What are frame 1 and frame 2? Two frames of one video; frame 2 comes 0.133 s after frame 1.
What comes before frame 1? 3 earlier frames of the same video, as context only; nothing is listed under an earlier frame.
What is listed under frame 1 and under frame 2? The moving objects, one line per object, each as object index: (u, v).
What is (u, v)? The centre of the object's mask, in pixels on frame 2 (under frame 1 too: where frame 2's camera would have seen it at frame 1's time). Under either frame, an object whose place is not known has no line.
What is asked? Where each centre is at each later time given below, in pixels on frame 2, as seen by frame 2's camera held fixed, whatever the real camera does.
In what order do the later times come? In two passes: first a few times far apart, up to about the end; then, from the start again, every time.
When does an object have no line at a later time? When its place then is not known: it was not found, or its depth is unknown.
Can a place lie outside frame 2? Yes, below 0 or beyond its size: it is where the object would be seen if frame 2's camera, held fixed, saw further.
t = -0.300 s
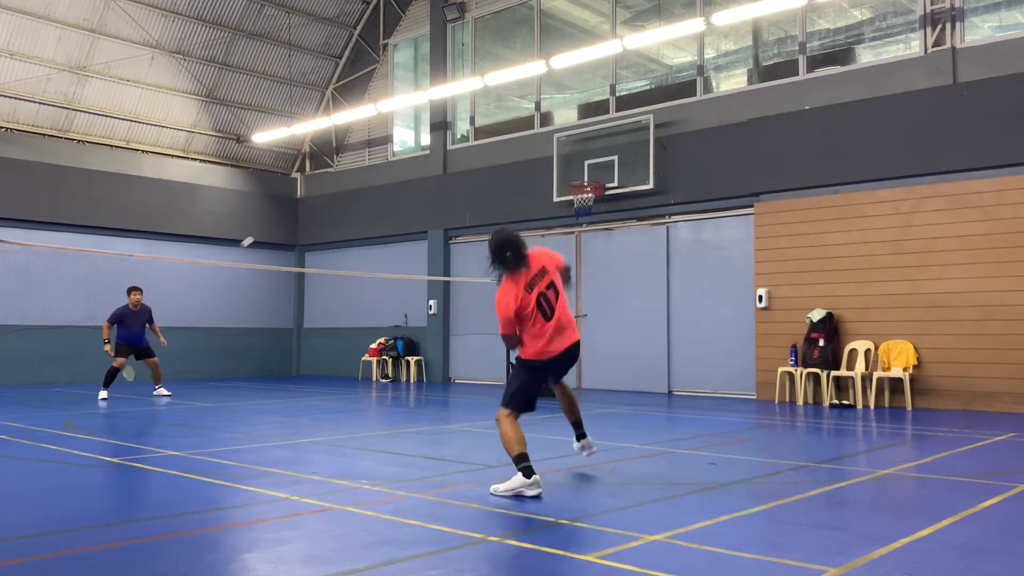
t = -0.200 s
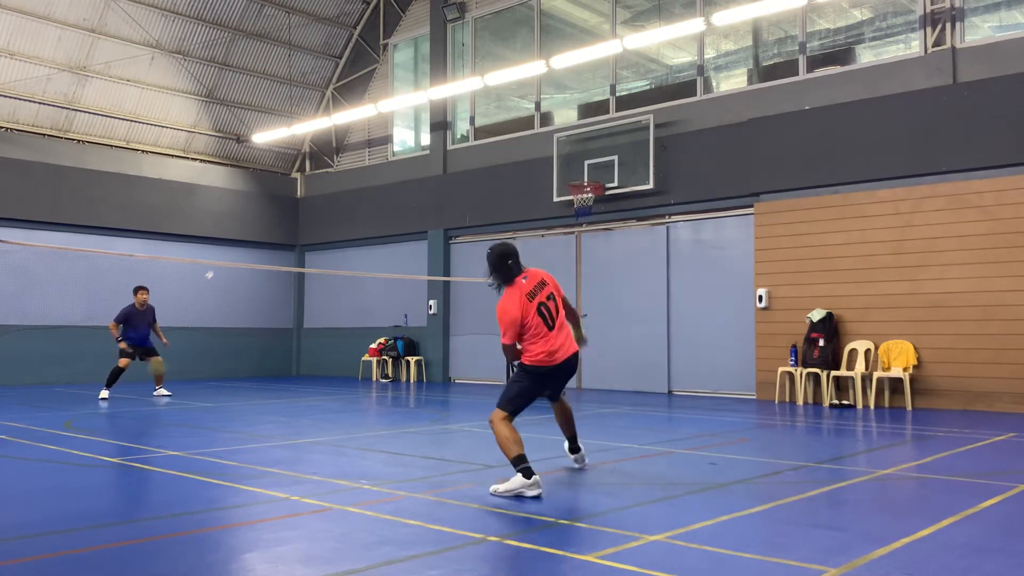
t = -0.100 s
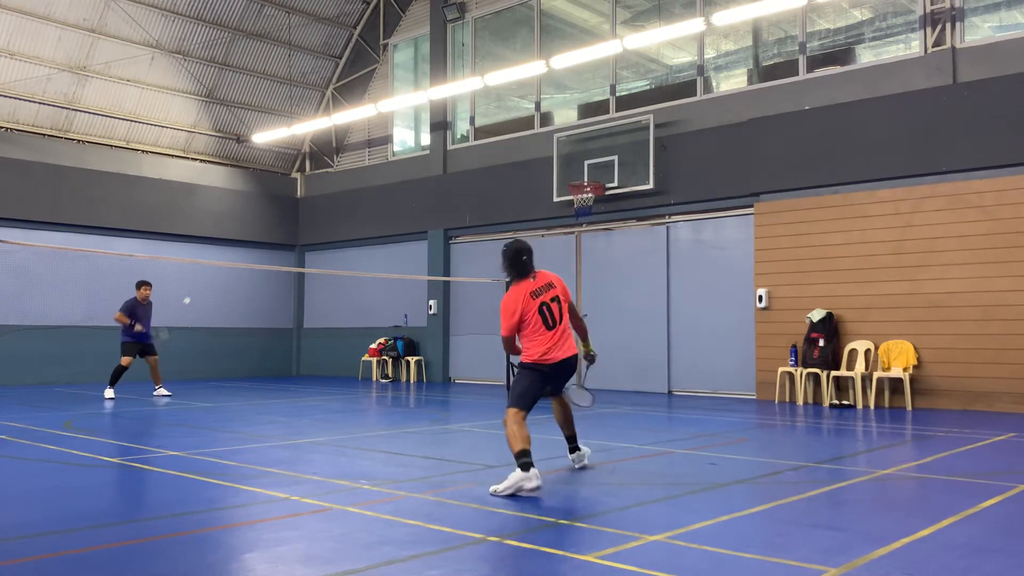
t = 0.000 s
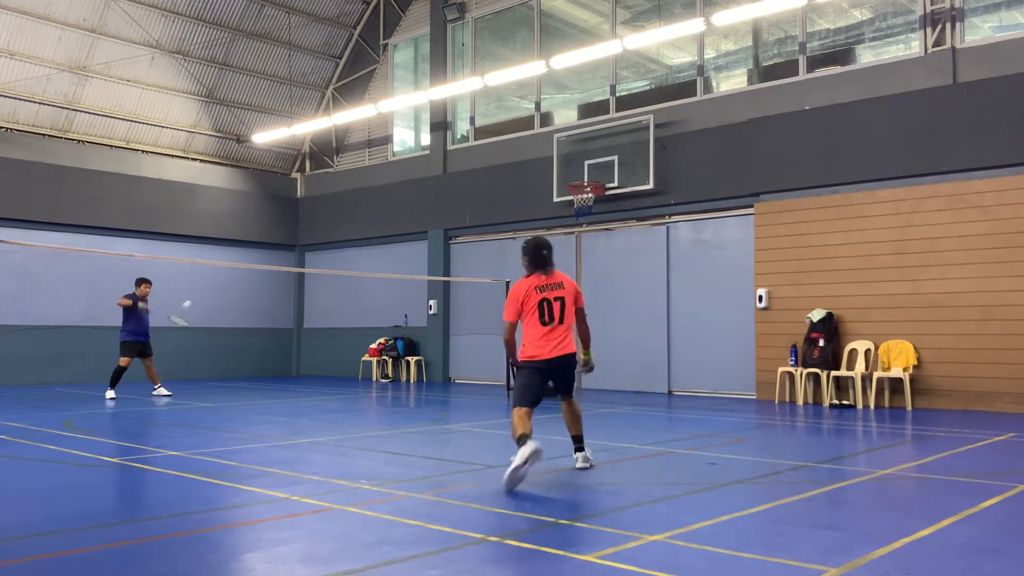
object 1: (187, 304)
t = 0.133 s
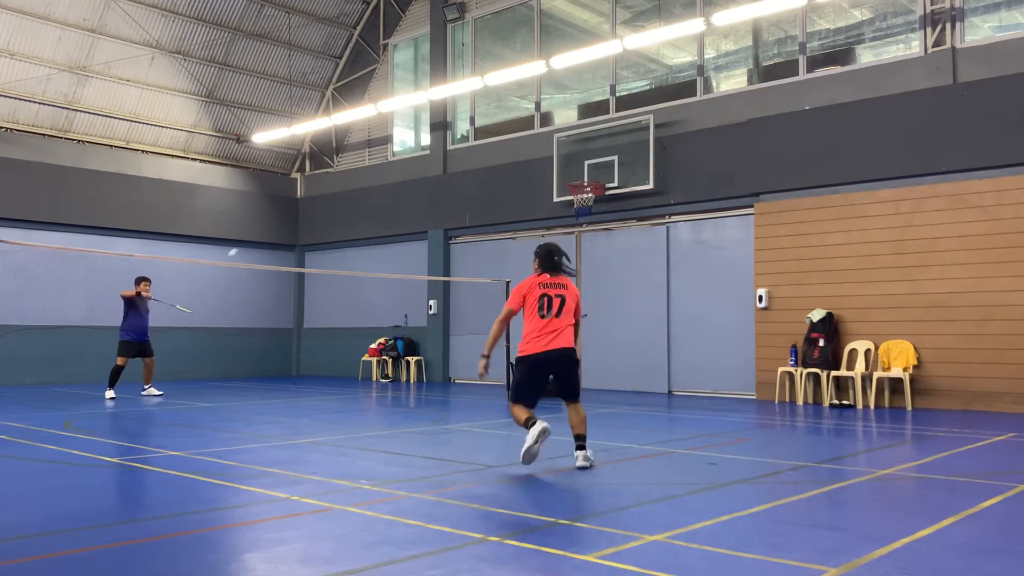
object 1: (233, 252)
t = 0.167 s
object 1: (243, 244)
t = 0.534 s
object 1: (340, 206)
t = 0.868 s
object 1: (412, 275)
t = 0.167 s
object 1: (243, 244)
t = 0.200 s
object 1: (254, 236)
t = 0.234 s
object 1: (263, 228)
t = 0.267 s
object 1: (273, 222)
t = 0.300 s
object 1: (282, 217)
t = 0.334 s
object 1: (291, 212)
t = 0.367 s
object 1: (299, 208)
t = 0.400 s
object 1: (308, 205)
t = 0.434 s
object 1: (316, 204)
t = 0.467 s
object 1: (325, 204)
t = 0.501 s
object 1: (332, 205)
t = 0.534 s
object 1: (340, 206)
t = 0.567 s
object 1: (348, 209)
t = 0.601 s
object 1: (356, 212)
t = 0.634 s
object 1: (363, 216)
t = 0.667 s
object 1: (371, 221)
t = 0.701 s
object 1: (378, 228)
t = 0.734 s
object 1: (385, 236)
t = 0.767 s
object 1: (392, 244)
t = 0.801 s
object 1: (399, 253)
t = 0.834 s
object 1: (405, 263)
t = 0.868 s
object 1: (412, 275)
